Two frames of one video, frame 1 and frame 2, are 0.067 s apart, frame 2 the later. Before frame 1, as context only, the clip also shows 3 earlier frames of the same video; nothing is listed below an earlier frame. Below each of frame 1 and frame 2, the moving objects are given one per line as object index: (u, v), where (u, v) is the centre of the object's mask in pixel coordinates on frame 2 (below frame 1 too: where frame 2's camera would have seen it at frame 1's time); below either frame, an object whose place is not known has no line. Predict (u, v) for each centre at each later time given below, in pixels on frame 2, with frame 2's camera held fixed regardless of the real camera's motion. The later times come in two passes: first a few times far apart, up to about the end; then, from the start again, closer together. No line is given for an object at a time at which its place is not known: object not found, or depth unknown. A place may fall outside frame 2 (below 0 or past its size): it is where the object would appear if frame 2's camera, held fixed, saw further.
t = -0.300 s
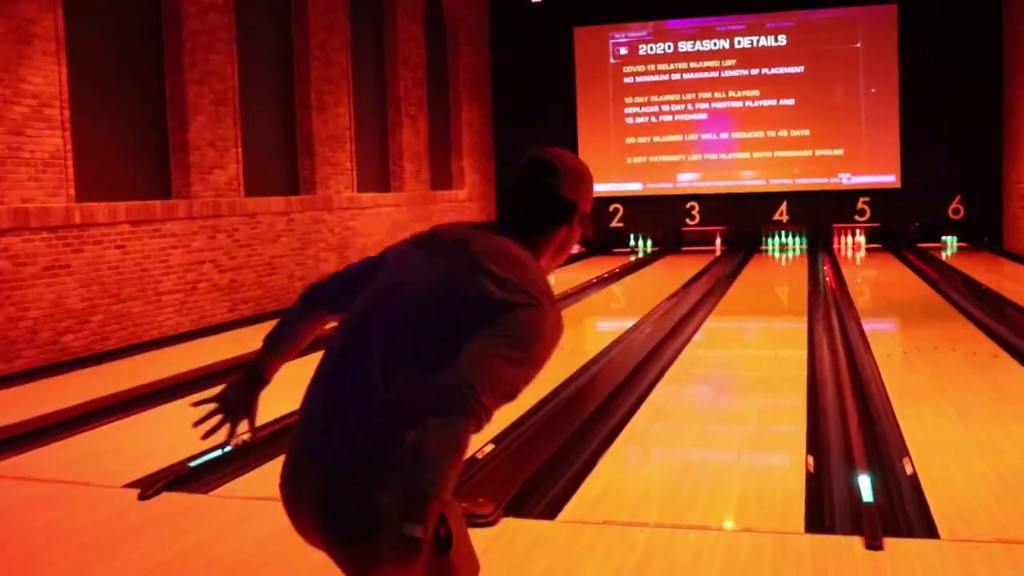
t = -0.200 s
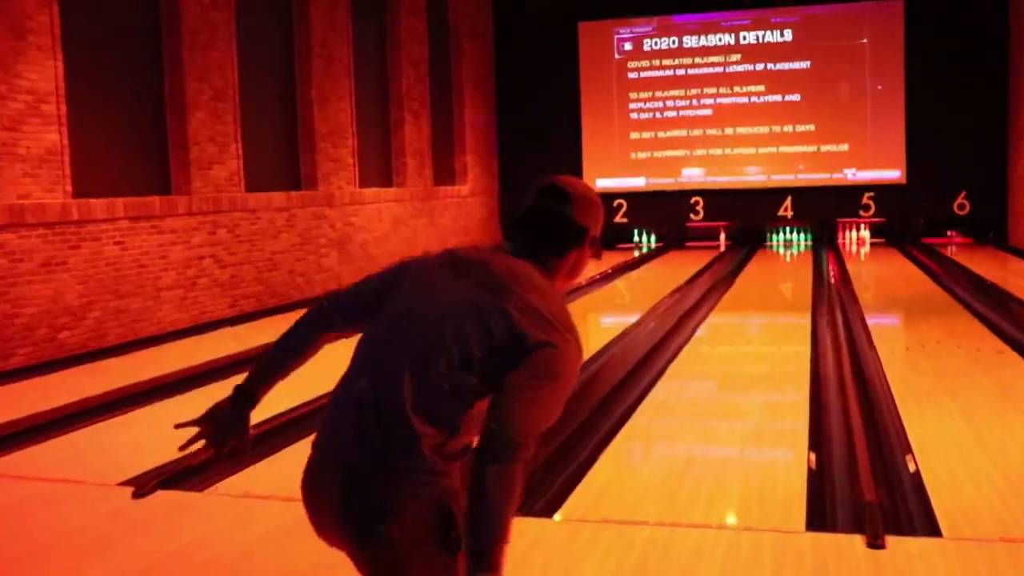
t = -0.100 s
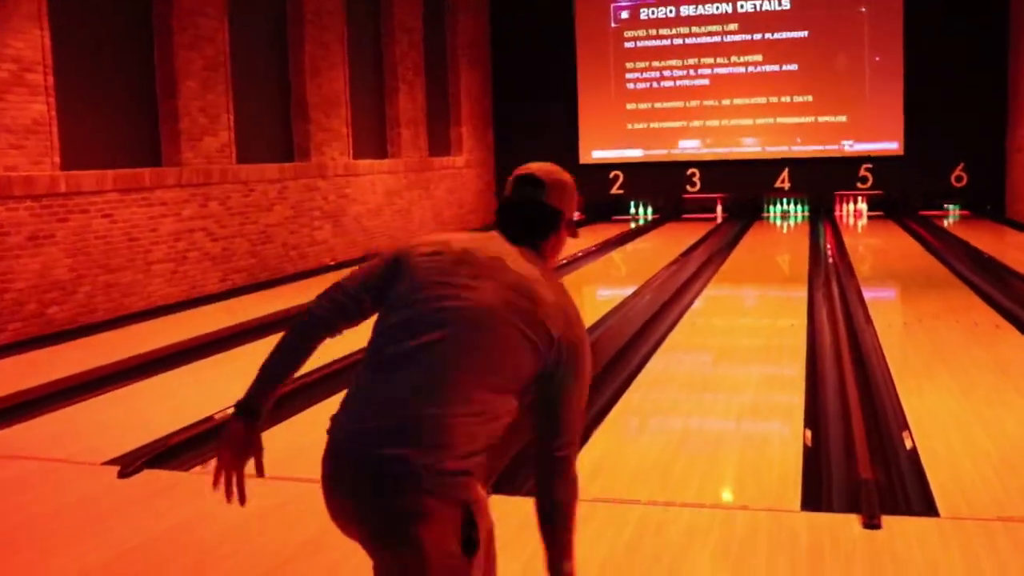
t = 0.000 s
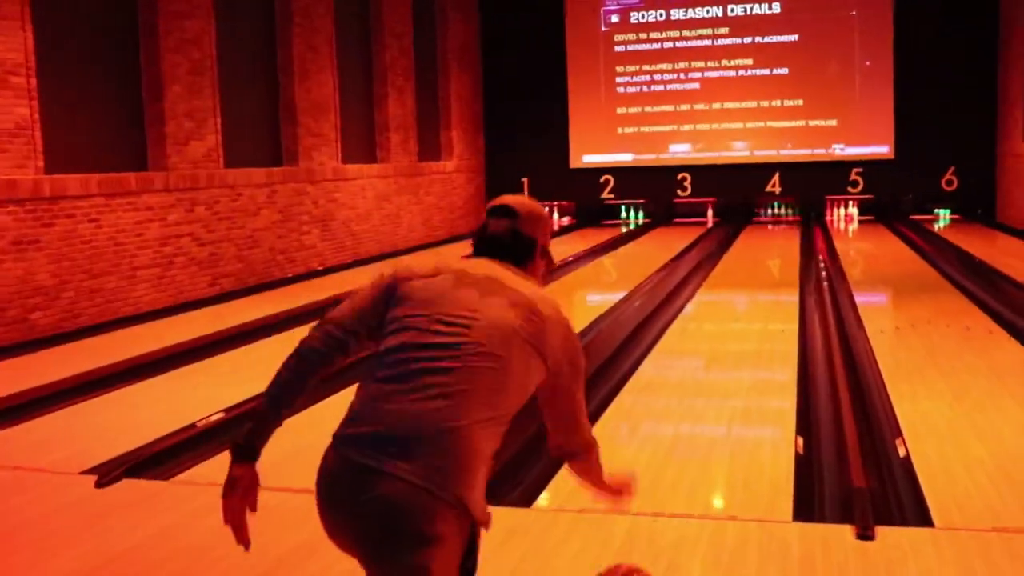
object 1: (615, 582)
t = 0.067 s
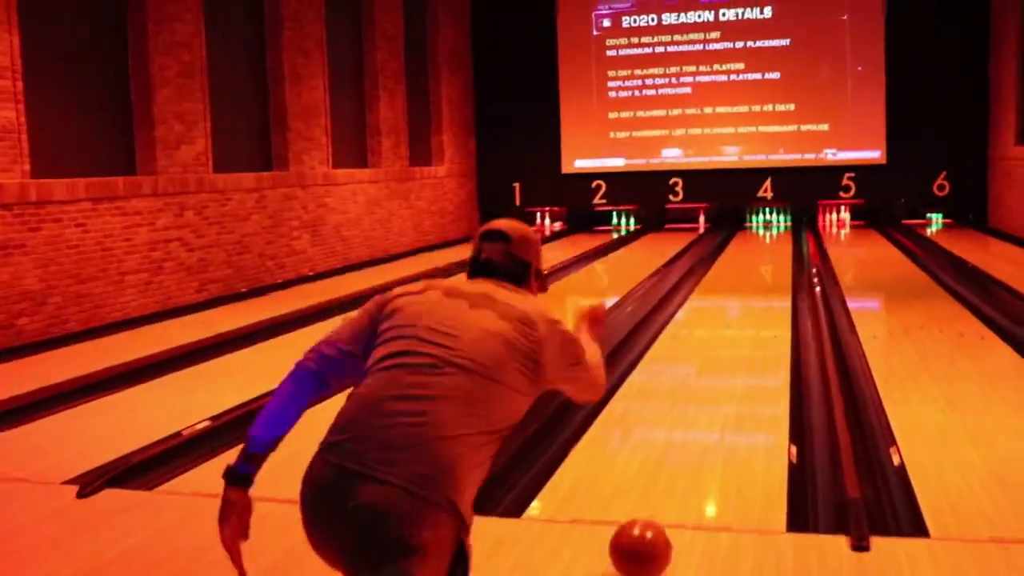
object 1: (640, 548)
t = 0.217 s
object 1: (676, 453)
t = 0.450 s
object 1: (704, 369)
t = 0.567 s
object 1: (711, 343)
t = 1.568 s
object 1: (738, 249)
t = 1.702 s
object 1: (741, 243)
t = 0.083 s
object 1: (645, 535)
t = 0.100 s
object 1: (650, 522)
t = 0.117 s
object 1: (654, 510)
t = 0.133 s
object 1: (659, 500)
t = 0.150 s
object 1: (662, 491)
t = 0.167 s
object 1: (666, 480)
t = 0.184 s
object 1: (670, 470)
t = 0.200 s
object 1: (673, 462)
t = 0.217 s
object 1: (676, 453)
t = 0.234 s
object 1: (678, 445)
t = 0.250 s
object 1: (681, 437)
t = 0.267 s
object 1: (683, 430)
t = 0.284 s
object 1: (686, 423)
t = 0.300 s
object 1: (688, 416)
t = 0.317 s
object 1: (690, 410)
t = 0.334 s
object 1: (692, 404)
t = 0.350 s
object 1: (694, 399)
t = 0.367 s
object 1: (696, 393)
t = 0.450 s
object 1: (704, 369)
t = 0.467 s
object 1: (705, 365)
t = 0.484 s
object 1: (706, 362)
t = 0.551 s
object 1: (710, 347)
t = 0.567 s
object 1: (711, 343)
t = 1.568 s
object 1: (738, 249)
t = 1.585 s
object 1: (738, 248)
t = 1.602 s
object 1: (738, 247)
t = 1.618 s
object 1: (739, 247)
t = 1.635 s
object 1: (739, 246)
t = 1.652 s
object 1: (739, 246)
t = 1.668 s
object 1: (739, 245)
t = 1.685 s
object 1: (740, 244)
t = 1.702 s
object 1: (741, 243)
